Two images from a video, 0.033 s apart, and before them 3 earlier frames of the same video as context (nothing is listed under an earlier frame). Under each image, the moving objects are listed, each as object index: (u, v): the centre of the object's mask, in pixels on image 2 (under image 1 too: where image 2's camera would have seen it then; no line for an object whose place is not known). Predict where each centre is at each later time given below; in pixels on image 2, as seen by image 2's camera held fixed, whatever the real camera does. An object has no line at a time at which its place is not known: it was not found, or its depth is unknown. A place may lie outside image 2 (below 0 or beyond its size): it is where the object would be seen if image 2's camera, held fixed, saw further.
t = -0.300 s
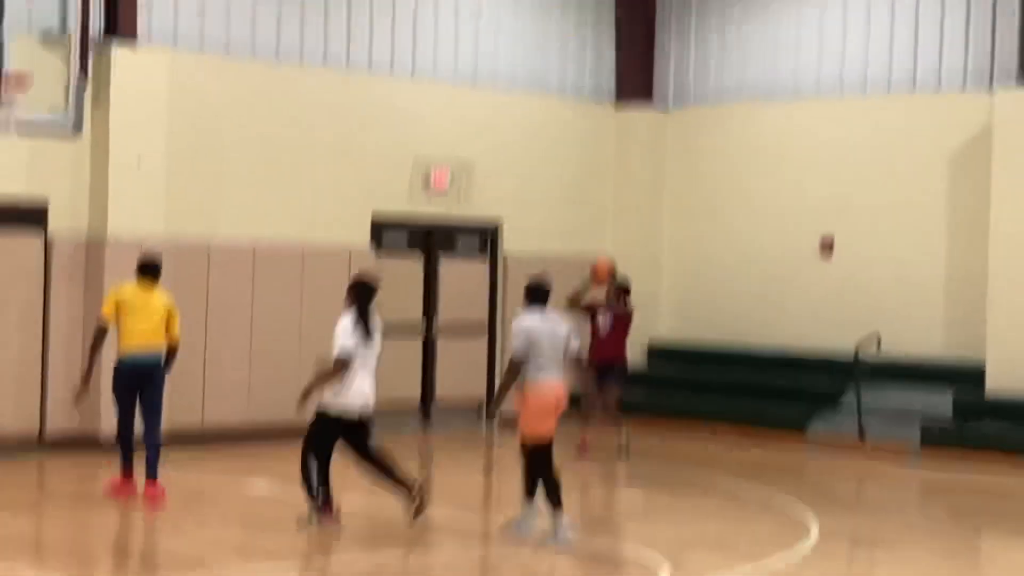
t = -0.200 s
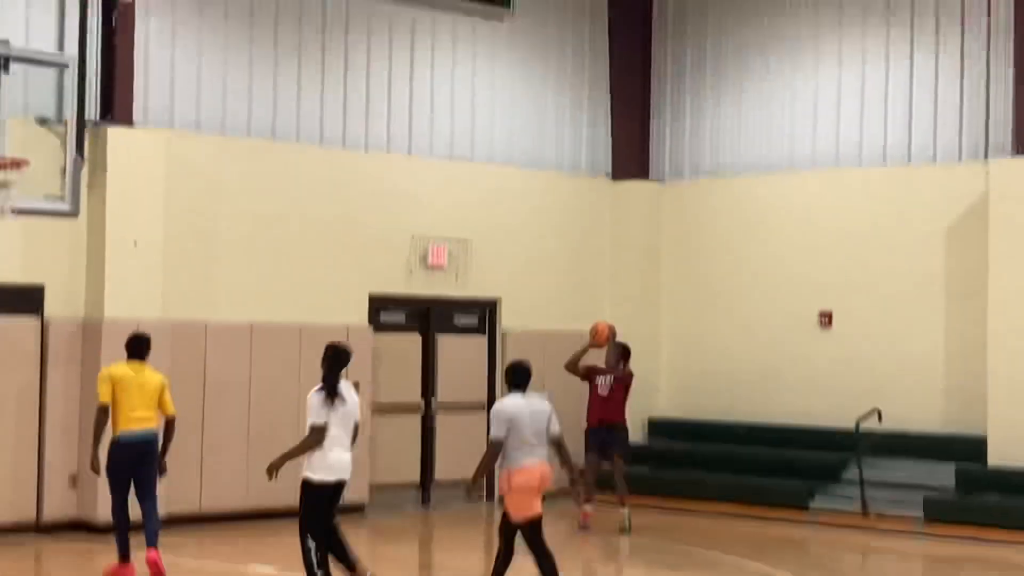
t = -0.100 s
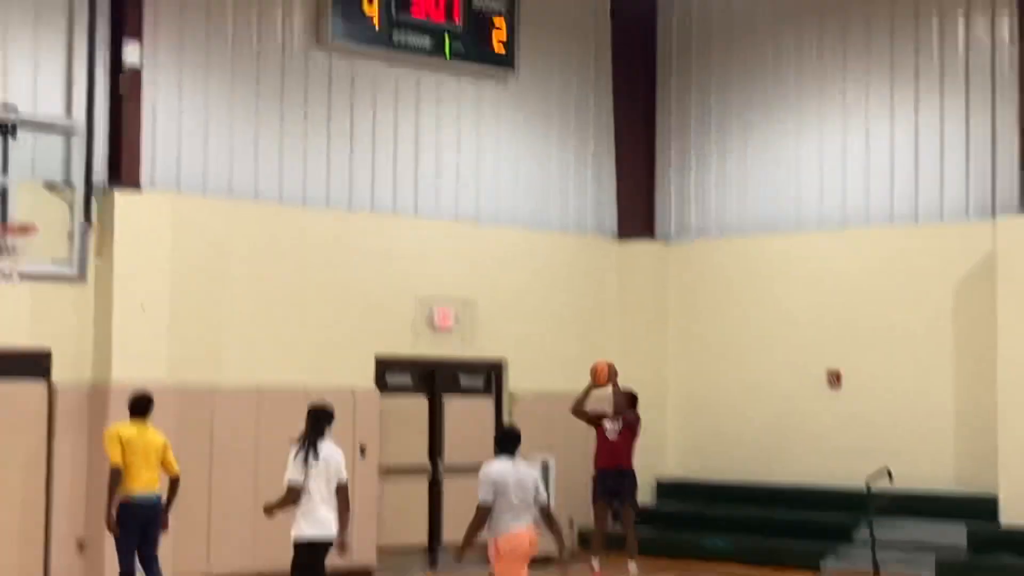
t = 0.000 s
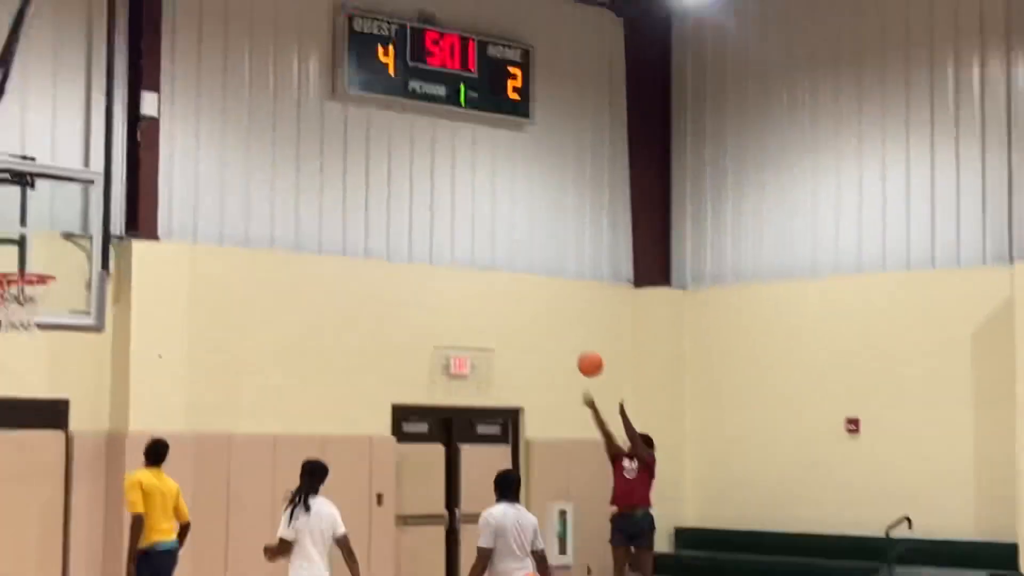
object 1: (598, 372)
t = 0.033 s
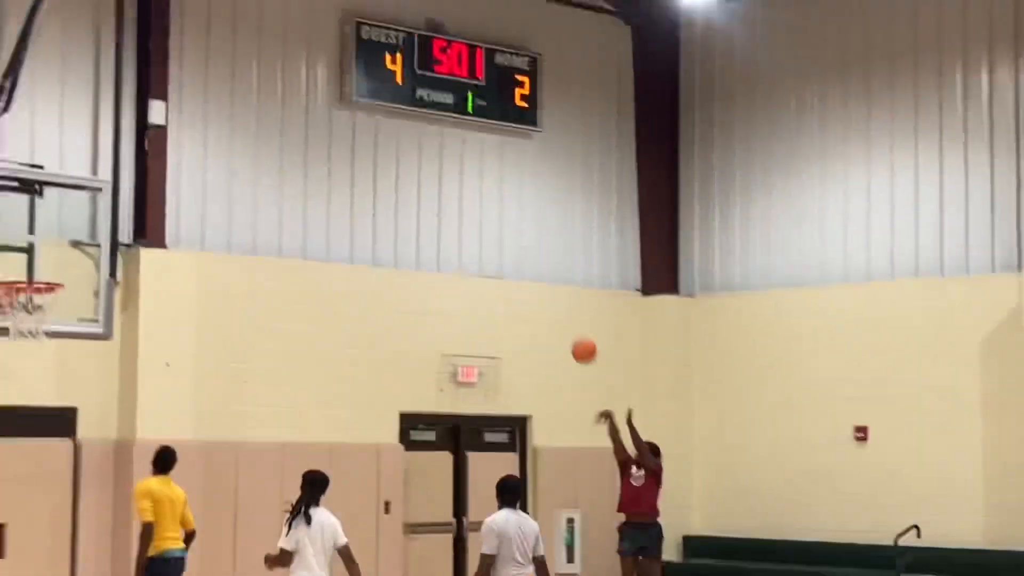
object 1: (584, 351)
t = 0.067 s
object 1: (570, 330)
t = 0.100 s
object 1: (556, 310)
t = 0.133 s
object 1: (544, 291)
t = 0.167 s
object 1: (530, 272)
